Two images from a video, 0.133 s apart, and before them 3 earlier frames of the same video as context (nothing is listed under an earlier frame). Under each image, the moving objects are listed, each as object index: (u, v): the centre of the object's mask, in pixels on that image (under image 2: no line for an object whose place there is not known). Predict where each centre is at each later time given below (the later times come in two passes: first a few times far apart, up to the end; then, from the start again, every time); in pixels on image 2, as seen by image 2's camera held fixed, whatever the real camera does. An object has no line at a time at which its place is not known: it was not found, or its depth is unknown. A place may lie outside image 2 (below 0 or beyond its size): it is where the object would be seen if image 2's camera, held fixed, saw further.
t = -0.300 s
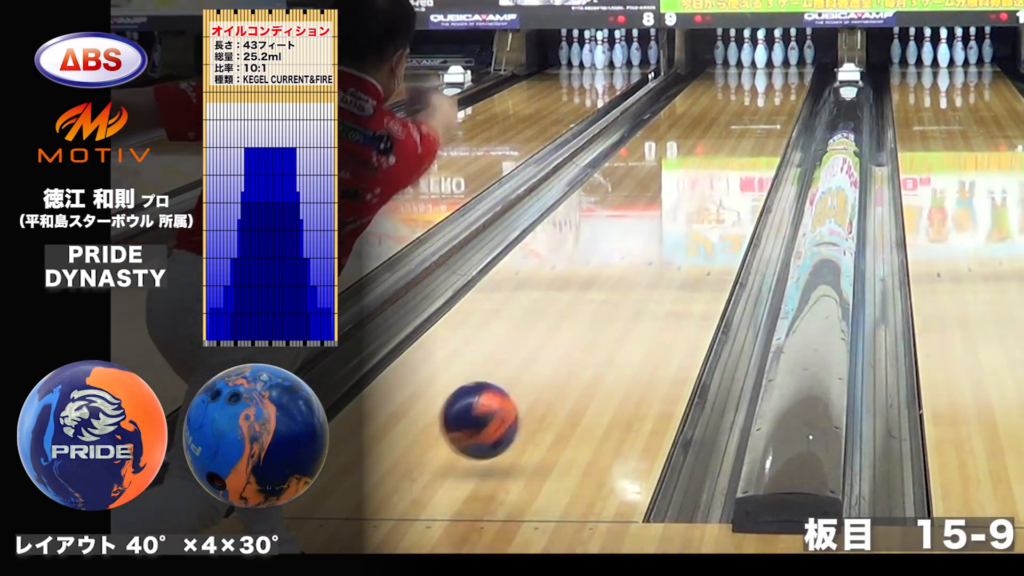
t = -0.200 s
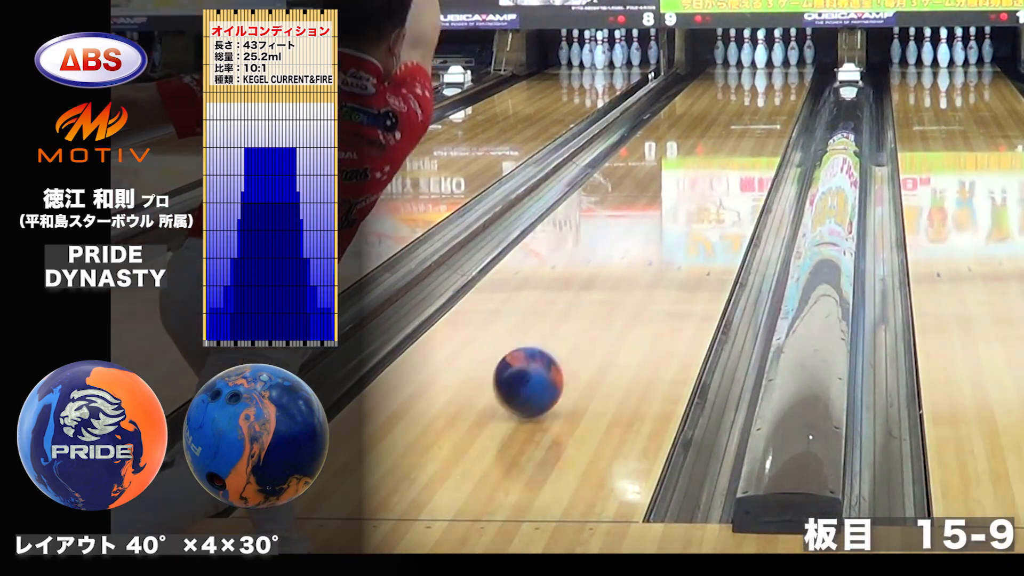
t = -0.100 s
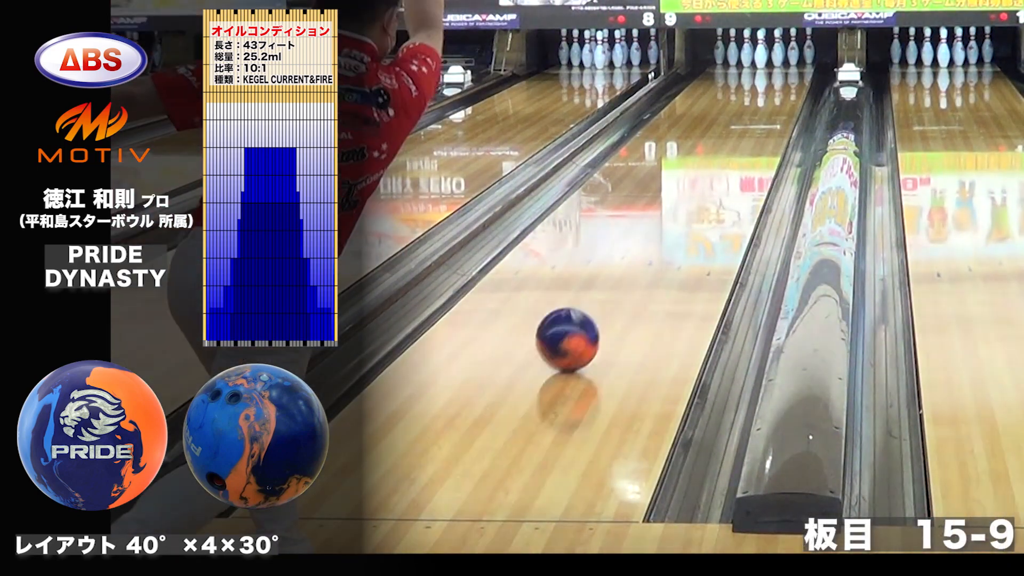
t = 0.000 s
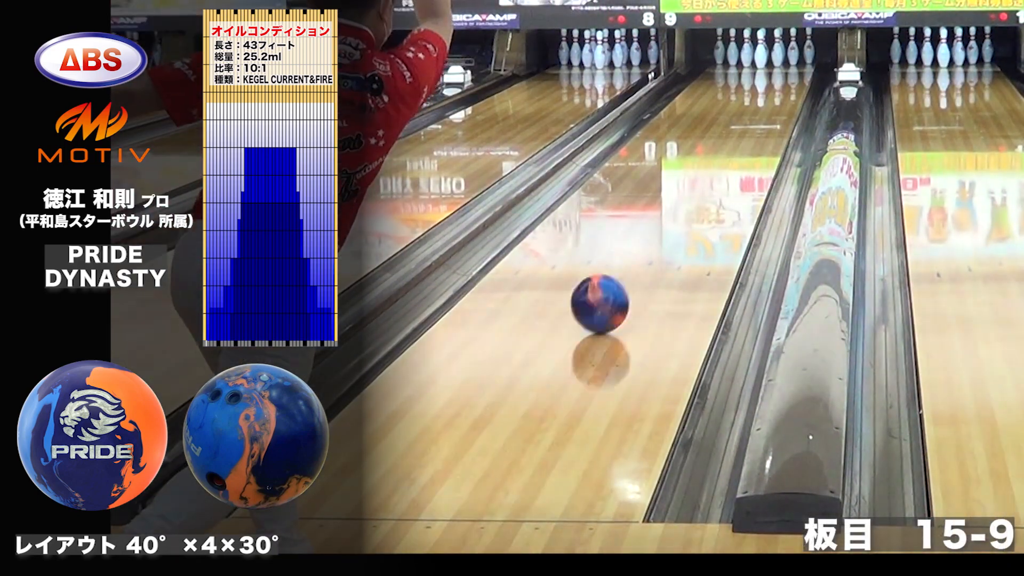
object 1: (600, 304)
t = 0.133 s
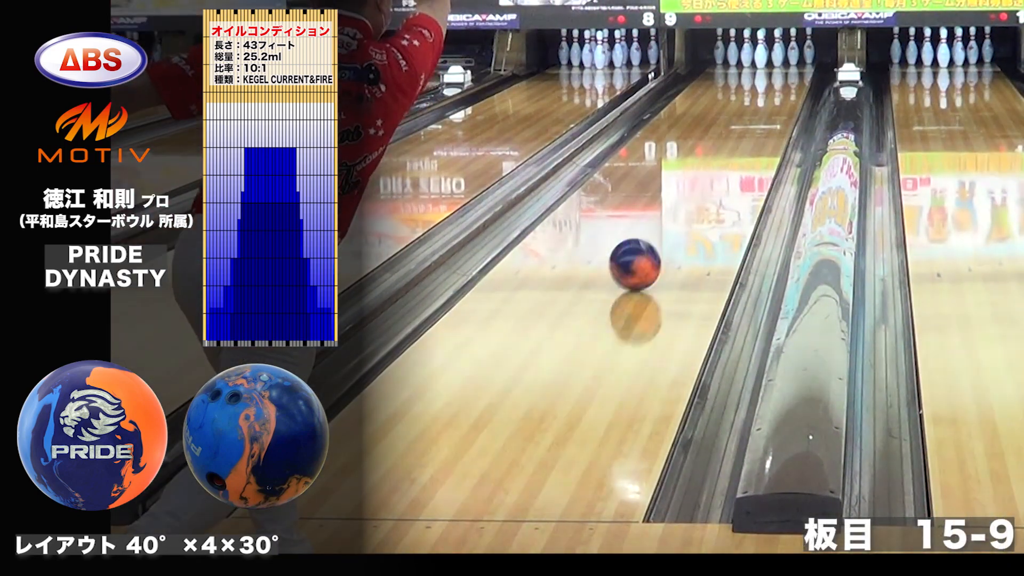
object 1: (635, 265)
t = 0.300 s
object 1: (670, 224)
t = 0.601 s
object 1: (714, 172)
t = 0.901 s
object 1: (745, 135)
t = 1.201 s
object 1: (763, 109)
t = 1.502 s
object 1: (772, 89)
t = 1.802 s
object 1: (774, 73)
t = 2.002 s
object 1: (770, 65)
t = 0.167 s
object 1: (643, 256)
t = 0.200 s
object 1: (650, 247)
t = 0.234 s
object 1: (657, 239)
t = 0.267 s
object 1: (663, 231)
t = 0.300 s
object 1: (670, 224)
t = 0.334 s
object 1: (675, 217)
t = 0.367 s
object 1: (681, 211)
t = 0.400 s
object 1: (687, 204)
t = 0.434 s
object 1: (692, 198)
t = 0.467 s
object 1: (697, 193)
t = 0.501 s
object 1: (701, 187)
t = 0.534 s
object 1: (706, 182)
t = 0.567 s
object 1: (710, 177)
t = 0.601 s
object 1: (714, 172)
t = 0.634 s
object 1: (719, 167)
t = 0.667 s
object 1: (722, 163)
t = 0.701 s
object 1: (726, 158)
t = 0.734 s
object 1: (729, 154)
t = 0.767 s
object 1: (733, 150)
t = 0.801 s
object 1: (736, 146)
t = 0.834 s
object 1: (739, 143)
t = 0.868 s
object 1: (742, 139)
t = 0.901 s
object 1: (745, 135)
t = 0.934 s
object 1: (747, 132)
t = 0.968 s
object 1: (749, 129)
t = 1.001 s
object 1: (752, 126)
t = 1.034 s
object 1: (754, 123)
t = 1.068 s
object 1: (756, 119)
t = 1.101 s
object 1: (758, 117)
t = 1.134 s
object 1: (759, 114)
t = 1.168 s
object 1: (761, 111)
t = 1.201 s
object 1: (763, 109)
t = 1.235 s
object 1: (764, 106)
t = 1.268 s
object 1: (766, 103)
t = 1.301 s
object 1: (767, 102)
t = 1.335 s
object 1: (768, 100)
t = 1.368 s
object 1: (769, 97)
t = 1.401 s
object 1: (770, 95)
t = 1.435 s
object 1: (770, 93)
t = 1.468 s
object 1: (771, 91)
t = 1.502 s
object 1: (772, 89)
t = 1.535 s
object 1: (772, 87)
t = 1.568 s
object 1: (772, 85)
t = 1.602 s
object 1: (773, 83)
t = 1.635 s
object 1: (774, 81)
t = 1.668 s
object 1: (774, 79)
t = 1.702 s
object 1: (774, 78)
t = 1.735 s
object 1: (773, 77)
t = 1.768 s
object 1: (774, 75)
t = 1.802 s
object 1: (774, 73)
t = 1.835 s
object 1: (773, 72)
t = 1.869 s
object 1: (772, 71)
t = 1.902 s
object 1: (772, 69)
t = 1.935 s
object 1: (772, 68)
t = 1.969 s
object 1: (771, 66)
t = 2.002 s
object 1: (770, 65)
